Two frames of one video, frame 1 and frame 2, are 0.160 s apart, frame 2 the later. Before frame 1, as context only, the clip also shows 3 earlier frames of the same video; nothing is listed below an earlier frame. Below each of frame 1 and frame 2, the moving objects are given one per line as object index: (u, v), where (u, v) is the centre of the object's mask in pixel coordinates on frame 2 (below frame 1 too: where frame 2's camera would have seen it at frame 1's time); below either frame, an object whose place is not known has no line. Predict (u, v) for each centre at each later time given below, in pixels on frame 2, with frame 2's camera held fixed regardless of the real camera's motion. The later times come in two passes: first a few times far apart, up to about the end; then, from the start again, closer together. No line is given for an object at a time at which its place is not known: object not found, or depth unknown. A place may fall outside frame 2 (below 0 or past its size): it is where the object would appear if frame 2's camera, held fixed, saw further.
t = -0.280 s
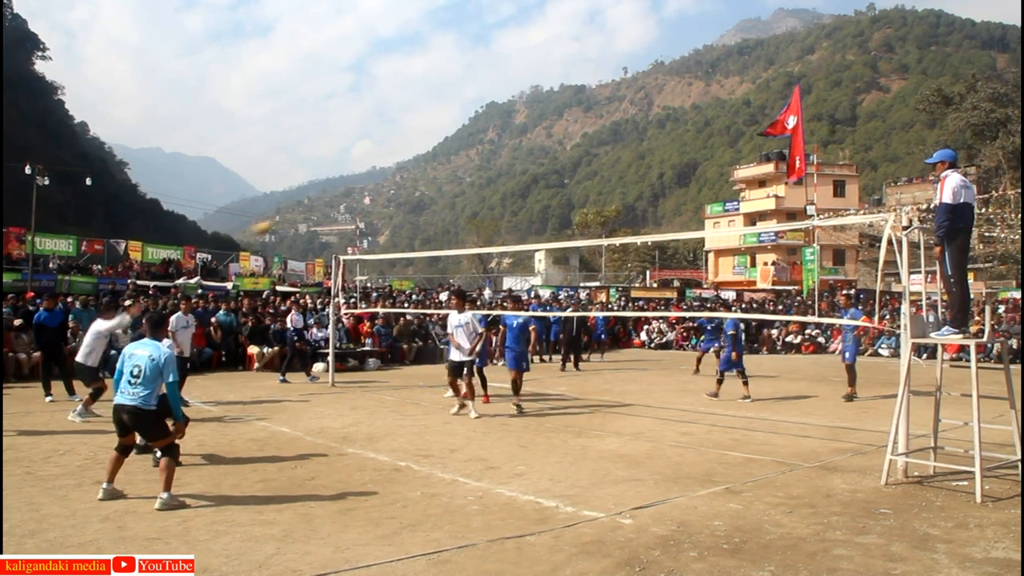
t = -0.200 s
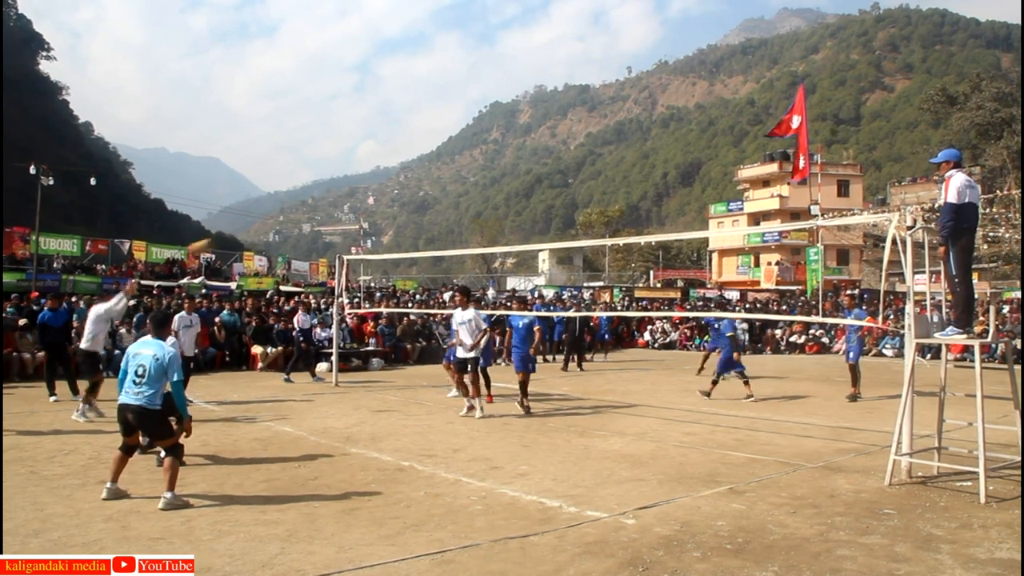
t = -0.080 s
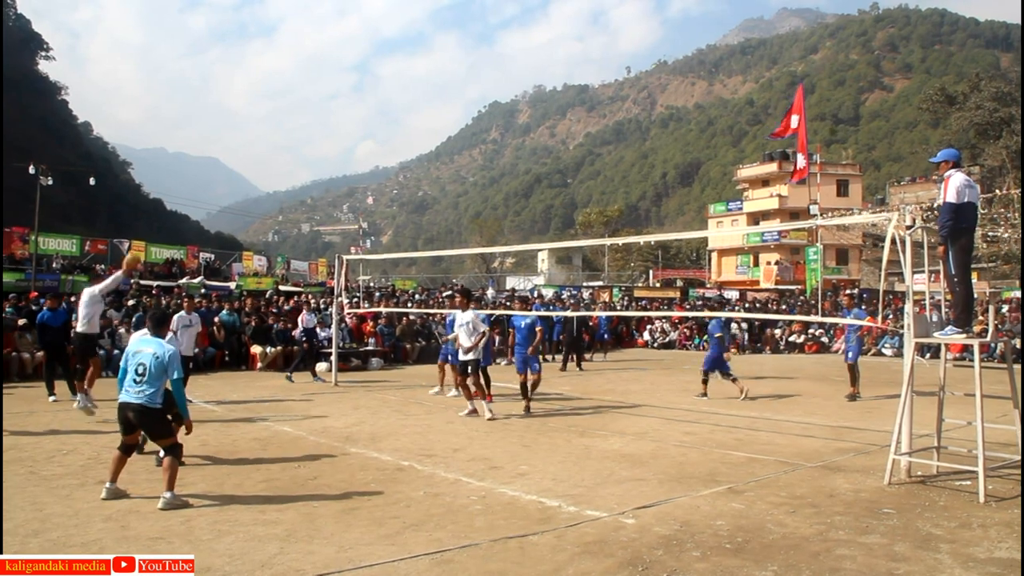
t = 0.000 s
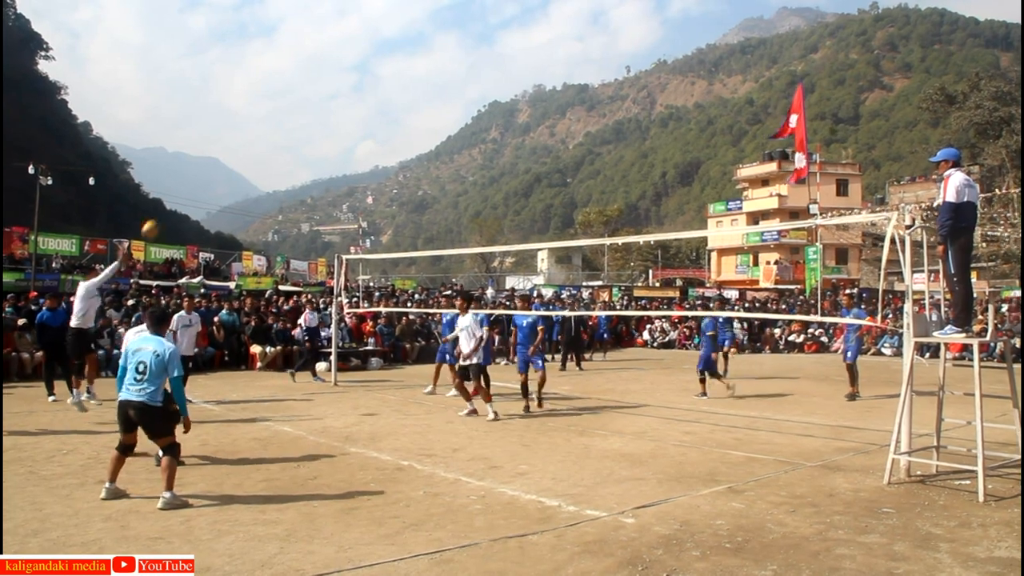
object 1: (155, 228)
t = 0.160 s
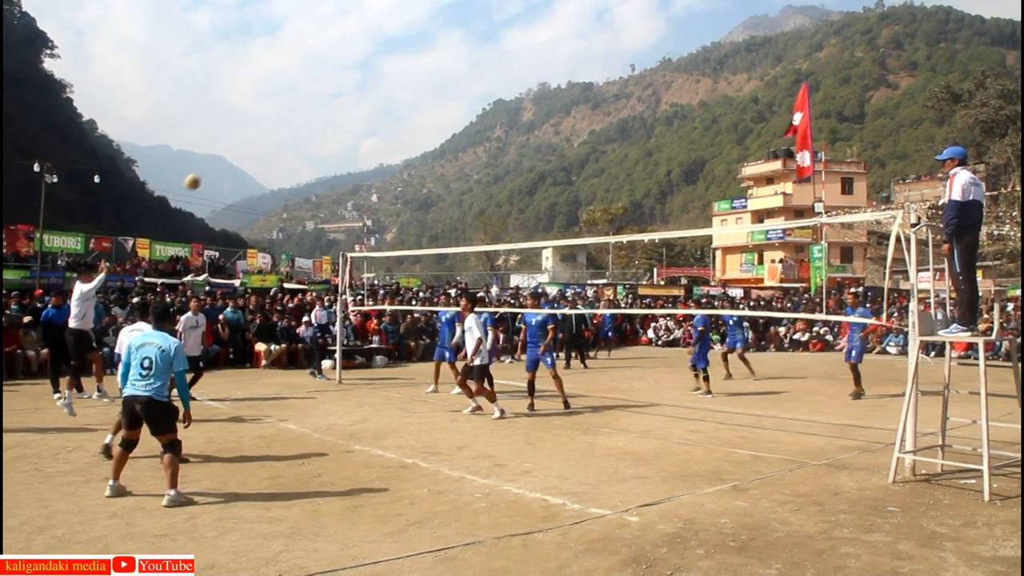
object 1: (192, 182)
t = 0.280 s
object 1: (218, 160)
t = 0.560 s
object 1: (278, 147)
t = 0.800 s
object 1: (328, 183)
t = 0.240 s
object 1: (210, 166)
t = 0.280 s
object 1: (218, 160)
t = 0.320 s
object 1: (226, 154)
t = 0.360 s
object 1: (235, 150)
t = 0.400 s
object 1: (245, 147)
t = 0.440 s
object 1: (253, 146)
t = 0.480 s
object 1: (261, 145)
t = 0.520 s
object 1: (269, 145)
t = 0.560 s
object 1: (278, 147)
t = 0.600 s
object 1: (287, 151)
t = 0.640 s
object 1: (295, 156)
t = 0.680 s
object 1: (304, 161)
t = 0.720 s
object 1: (312, 167)
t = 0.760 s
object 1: (320, 175)
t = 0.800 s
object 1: (328, 183)
